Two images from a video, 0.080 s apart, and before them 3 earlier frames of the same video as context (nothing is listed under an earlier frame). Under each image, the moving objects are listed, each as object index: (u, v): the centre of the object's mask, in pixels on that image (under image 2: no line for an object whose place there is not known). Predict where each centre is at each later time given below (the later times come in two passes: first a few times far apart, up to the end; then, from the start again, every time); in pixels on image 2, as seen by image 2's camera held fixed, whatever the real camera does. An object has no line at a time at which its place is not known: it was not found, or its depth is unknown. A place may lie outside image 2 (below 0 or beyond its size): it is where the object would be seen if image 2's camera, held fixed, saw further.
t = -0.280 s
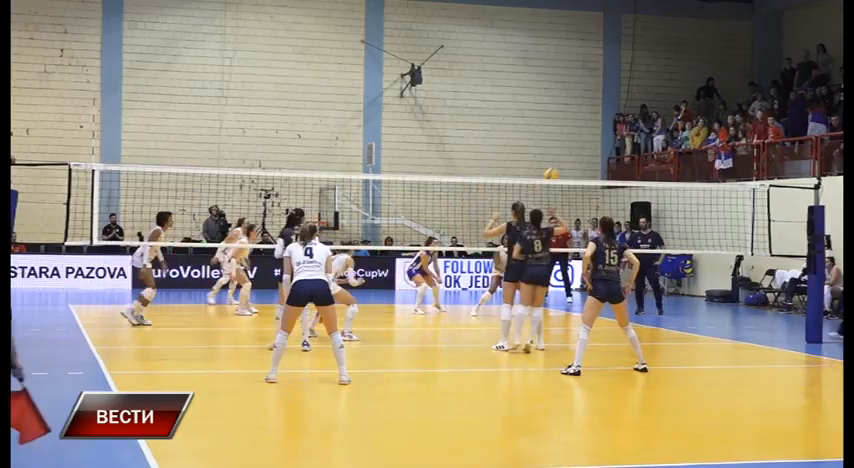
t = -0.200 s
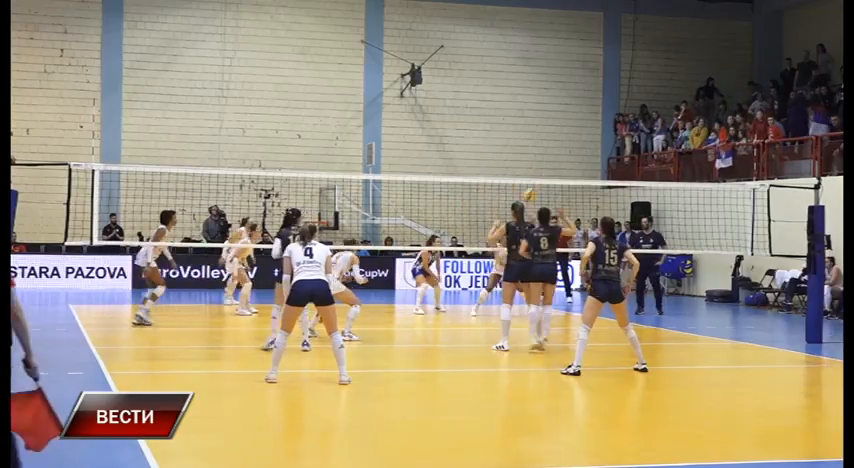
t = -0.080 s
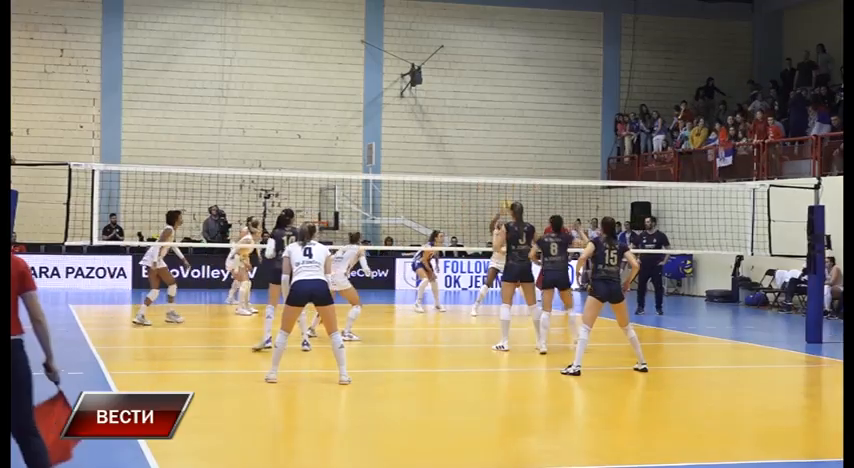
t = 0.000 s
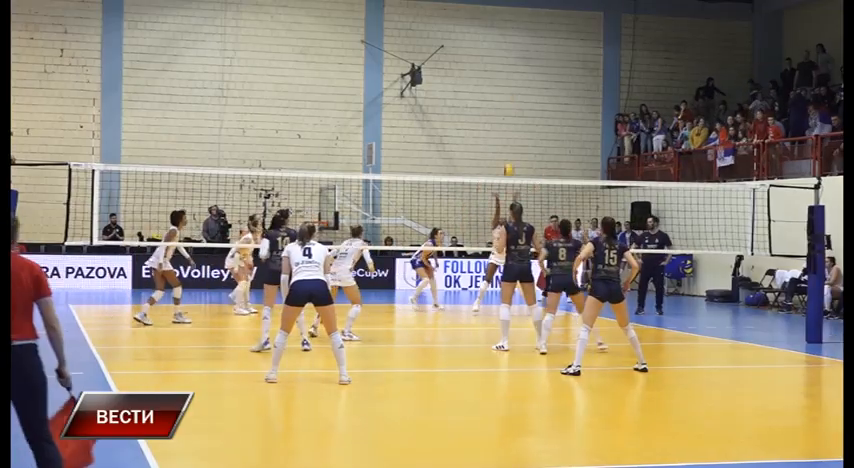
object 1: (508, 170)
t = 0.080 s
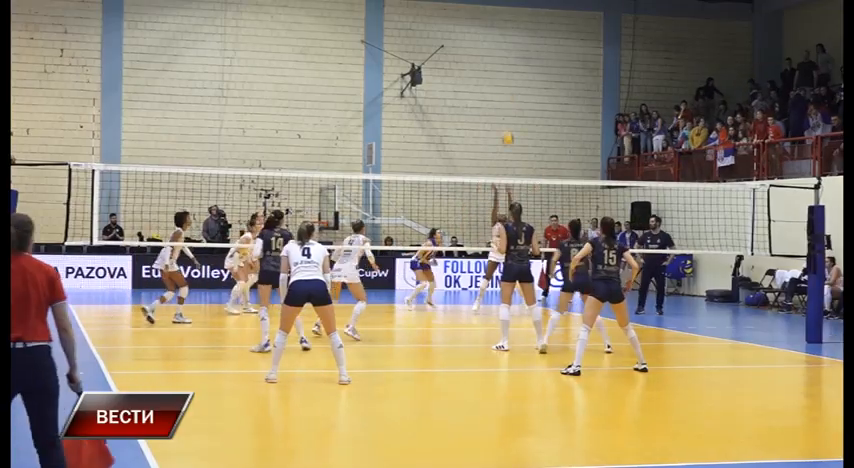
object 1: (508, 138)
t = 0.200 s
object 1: (506, 97)
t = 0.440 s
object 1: (503, 39)
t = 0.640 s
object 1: (500, 16)
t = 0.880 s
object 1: (494, 18)
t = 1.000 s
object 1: (491, 32)
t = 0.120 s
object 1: (507, 123)
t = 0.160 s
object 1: (507, 110)
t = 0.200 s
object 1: (506, 97)
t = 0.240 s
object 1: (506, 85)
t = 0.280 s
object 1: (506, 74)
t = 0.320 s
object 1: (505, 64)
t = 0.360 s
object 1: (505, 55)
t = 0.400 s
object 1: (504, 47)
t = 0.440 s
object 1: (503, 39)
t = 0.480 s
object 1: (503, 33)
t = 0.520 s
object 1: (502, 27)
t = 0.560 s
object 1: (501, 22)
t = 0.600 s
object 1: (501, 19)
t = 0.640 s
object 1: (500, 16)
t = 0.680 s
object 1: (499, 14)
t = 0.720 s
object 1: (498, 13)
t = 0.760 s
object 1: (497, 13)
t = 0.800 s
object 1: (496, 14)
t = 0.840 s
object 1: (495, 15)
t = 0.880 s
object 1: (494, 18)
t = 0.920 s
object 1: (493, 22)
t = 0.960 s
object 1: (492, 26)
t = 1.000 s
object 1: (491, 32)
